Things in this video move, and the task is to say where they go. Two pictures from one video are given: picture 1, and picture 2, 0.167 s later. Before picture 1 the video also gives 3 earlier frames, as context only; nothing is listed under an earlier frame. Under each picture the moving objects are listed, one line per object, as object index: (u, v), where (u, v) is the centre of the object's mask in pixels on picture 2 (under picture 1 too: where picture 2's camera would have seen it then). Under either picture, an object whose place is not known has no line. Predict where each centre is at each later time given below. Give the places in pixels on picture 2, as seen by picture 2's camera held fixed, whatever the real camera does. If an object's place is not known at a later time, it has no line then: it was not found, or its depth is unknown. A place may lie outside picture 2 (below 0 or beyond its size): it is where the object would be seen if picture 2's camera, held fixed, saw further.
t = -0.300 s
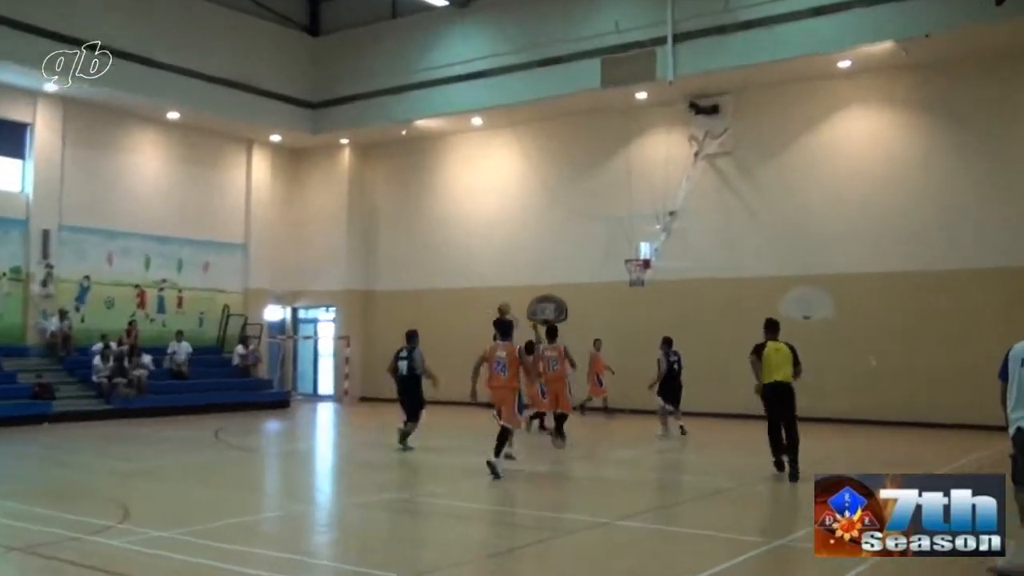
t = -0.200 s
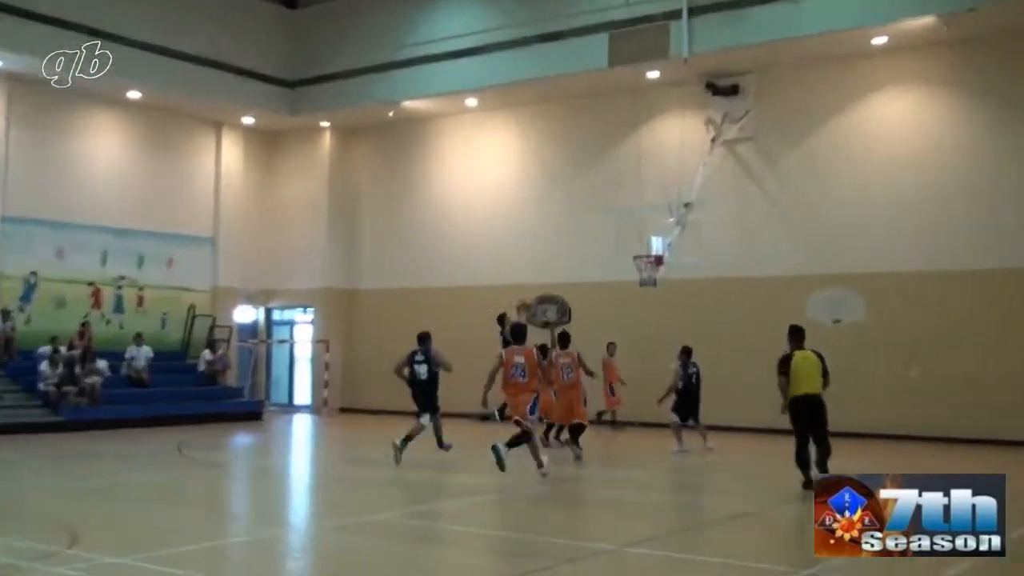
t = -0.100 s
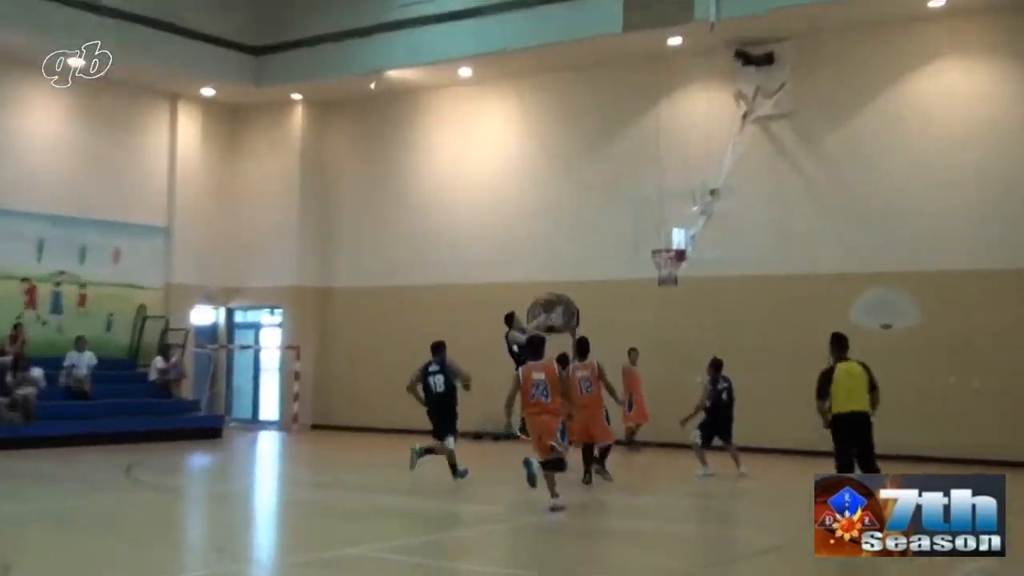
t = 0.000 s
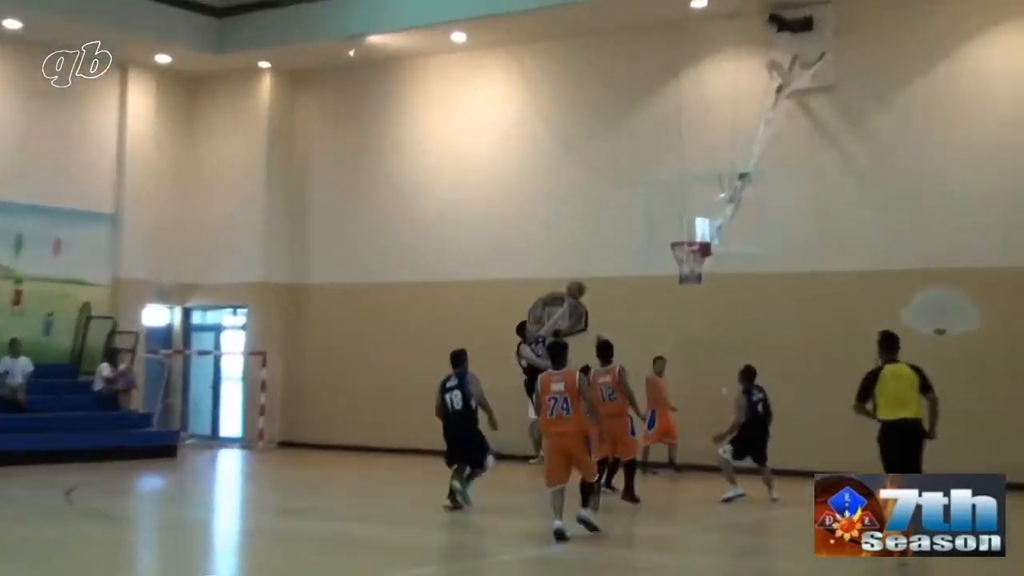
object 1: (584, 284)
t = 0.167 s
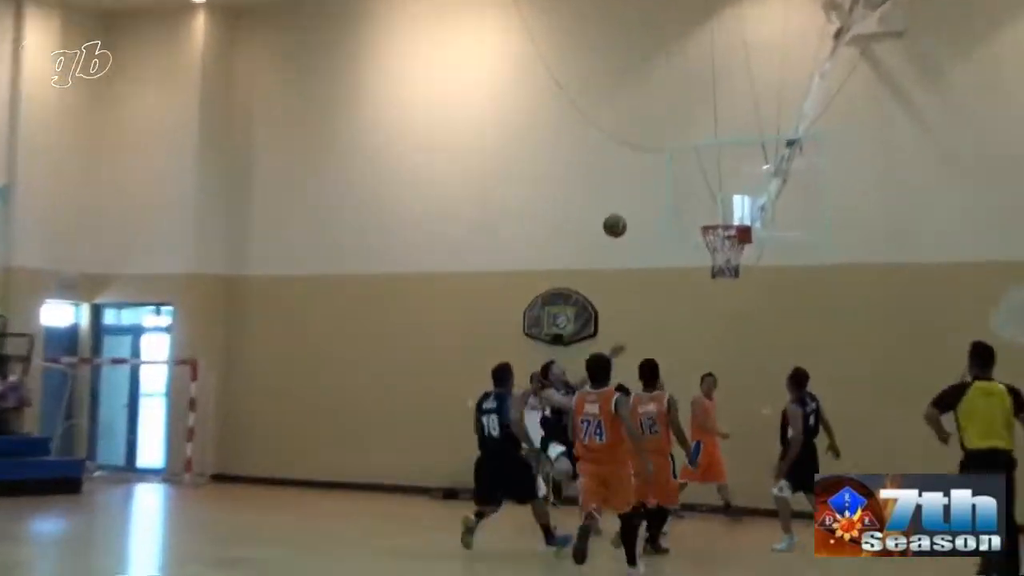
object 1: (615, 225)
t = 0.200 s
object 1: (620, 217)
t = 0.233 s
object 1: (626, 209)
